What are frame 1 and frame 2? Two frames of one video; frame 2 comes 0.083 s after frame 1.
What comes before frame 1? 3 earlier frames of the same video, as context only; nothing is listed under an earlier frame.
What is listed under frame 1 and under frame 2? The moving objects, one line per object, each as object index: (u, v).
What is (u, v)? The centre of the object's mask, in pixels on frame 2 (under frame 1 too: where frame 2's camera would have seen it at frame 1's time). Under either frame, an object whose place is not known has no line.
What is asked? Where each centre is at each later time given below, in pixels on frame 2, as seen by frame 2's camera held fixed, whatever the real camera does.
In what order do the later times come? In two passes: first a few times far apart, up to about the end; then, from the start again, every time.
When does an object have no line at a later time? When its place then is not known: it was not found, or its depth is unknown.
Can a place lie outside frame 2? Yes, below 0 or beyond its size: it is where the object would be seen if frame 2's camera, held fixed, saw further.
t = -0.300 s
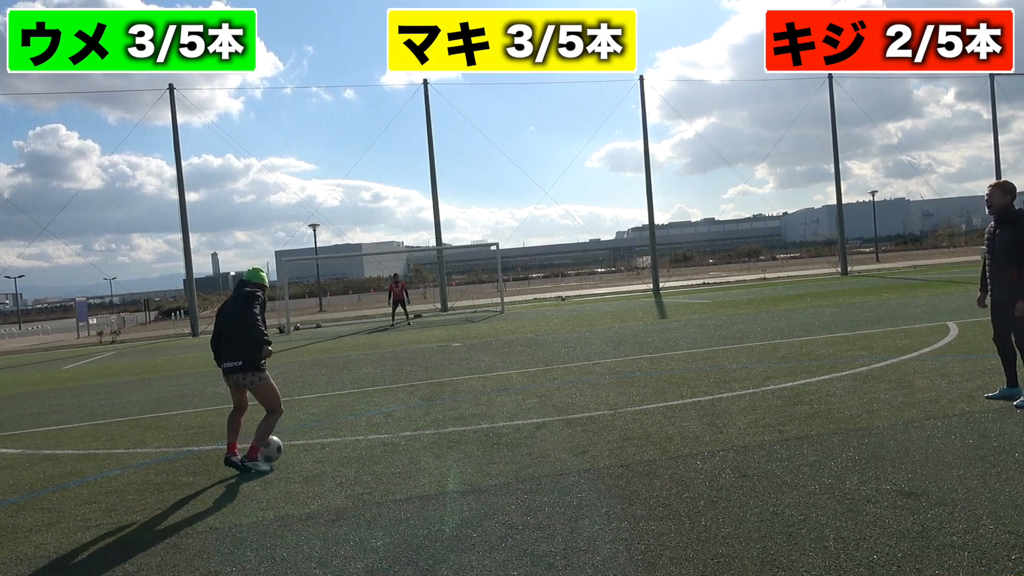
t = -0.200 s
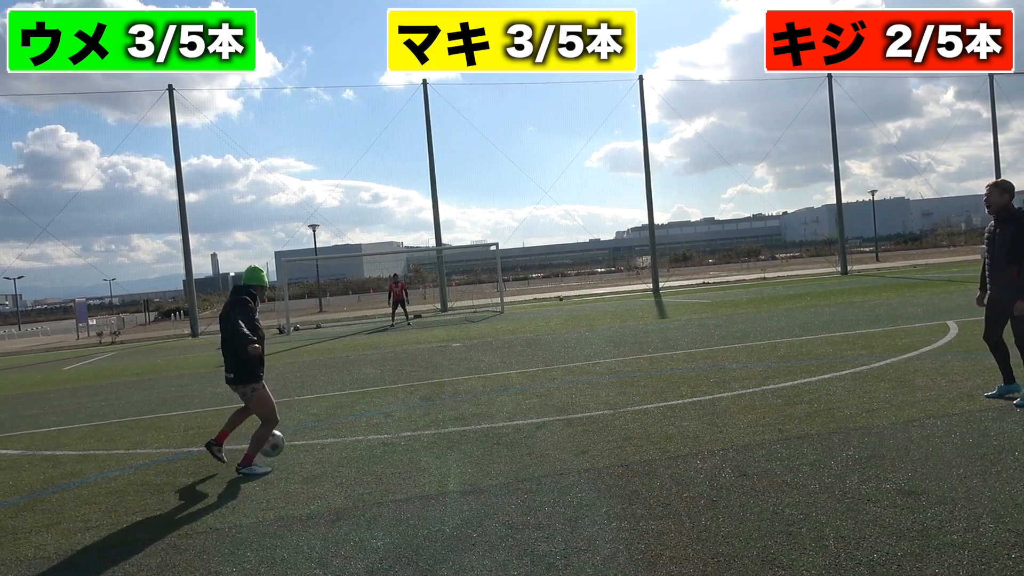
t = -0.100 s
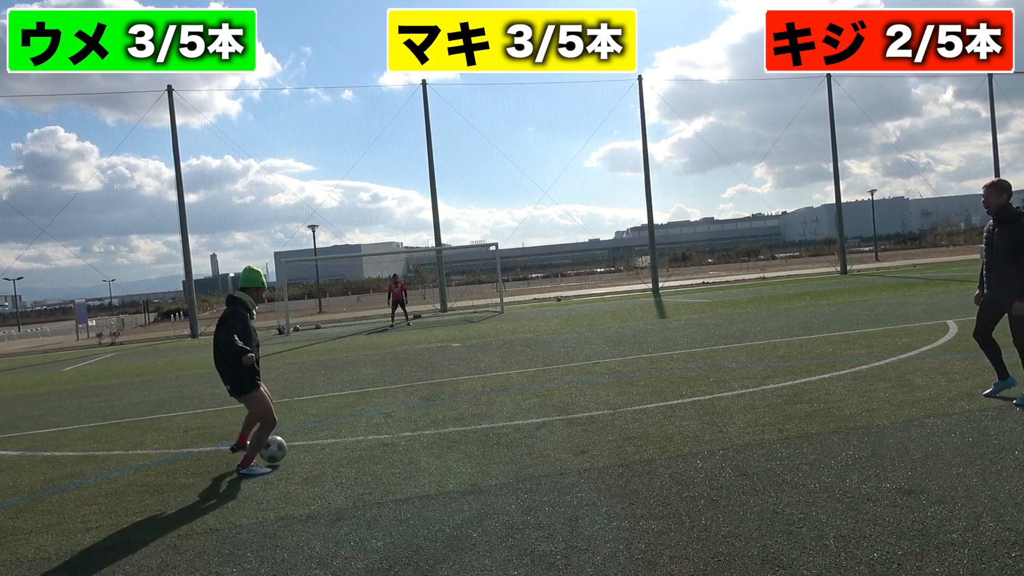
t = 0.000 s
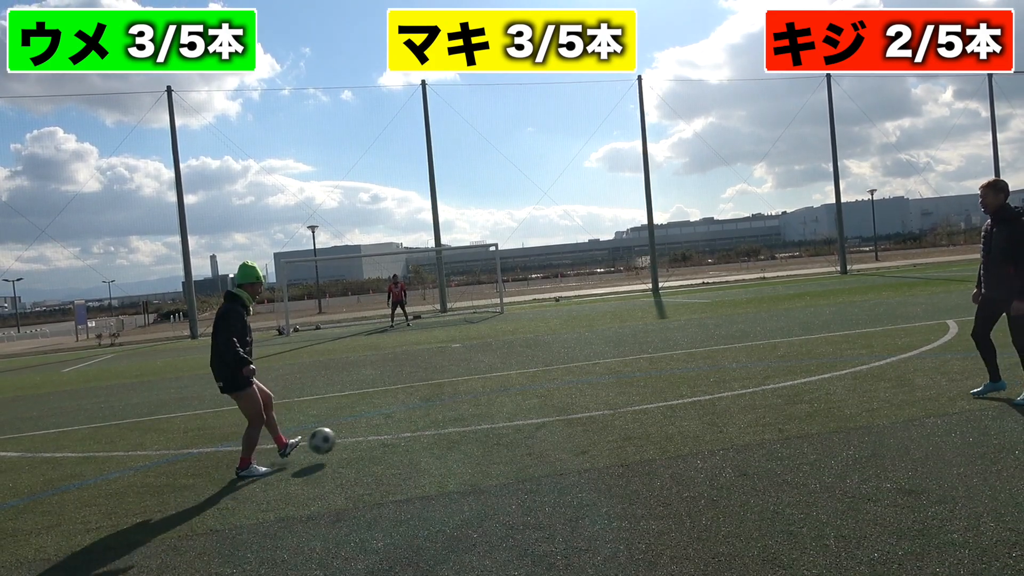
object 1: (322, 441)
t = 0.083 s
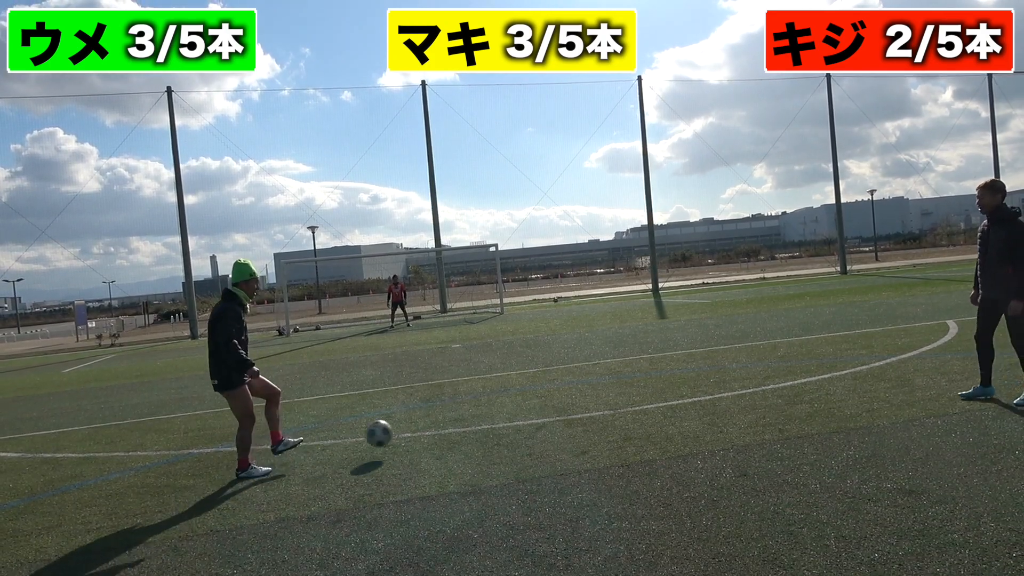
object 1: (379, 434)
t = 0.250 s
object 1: (480, 431)
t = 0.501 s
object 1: (594, 424)
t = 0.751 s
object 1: (705, 417)
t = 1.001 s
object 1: (809, 413)
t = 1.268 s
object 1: (912, 409)
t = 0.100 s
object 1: (390, 433)
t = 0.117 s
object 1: (402, 433)
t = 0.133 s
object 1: (413, 434)
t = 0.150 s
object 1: (423, 434)
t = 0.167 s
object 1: (435, 436)
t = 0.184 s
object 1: (446, 437)
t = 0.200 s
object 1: (457, 439)
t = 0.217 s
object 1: (465, 437)
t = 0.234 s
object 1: (473, 433)
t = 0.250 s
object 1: (480, 431)
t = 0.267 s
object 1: (488, 429)
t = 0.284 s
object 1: (496, 427)
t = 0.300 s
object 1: (503, 426)
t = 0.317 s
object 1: (511, 425)
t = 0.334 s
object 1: (518, 424)
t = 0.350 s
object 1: (526, 424)
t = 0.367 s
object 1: (534, 424)
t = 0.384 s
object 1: (541, 425)
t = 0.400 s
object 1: (549, 426)
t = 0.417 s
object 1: (556, 427)
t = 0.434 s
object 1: (563, 429)
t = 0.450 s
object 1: (571, 430)
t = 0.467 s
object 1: (579, 428)
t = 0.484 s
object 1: (587, 426)
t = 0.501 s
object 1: (594, 424)
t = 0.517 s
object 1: (602, 423)
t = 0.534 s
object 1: (609, 422)
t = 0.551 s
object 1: (616, 421)
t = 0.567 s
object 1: (624, 421)
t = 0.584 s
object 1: (632, 421)
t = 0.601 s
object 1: (639, 421)
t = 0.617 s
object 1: (647, 422)
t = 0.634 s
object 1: (655, 424)
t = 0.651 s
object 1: (662, 423)
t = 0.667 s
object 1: (670, 421)
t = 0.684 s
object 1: (677, 420)
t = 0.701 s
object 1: (684, 419)
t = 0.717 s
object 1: (691, 418)
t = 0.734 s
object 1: (699, 418)
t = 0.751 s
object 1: (705, 417)
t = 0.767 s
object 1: (713, 418)
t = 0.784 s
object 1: (720, 418)
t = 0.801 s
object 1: (727, 419)
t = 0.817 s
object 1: (734, 419)
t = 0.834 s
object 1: (741, 417)
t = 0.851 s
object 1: (748, 416)
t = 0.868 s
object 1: (755, 415)
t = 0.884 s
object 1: (762, 414)
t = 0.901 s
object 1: (769, 414)
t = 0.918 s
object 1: (776, 414)
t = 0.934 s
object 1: (782, 415)
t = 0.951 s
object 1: (789, 415)
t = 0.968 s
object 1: (795, 415)
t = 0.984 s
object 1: (803, 414)
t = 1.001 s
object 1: (809, 413)
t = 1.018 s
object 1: (816, 413)
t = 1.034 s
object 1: (823, 412)
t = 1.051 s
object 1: (829, 413)
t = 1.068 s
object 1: (836, 413)
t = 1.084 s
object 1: (842, 412)
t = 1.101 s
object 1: (849, 411)
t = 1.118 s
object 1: (855, 411)
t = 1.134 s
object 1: (862, 411)
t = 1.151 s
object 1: (868, 411)
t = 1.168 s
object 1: (874, 411)
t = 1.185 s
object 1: (881, 411)
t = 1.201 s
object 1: (887, 410)
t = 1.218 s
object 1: (893, 409)
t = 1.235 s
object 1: (900, 409)
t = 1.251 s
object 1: (906, 409)
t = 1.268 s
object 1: (912, 409)
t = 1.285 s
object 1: (918, 409)
